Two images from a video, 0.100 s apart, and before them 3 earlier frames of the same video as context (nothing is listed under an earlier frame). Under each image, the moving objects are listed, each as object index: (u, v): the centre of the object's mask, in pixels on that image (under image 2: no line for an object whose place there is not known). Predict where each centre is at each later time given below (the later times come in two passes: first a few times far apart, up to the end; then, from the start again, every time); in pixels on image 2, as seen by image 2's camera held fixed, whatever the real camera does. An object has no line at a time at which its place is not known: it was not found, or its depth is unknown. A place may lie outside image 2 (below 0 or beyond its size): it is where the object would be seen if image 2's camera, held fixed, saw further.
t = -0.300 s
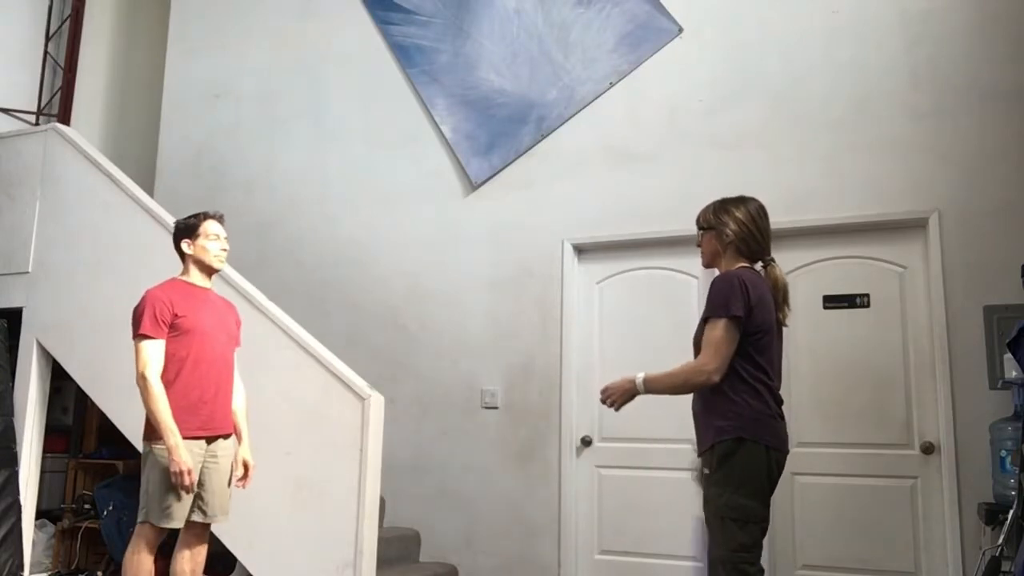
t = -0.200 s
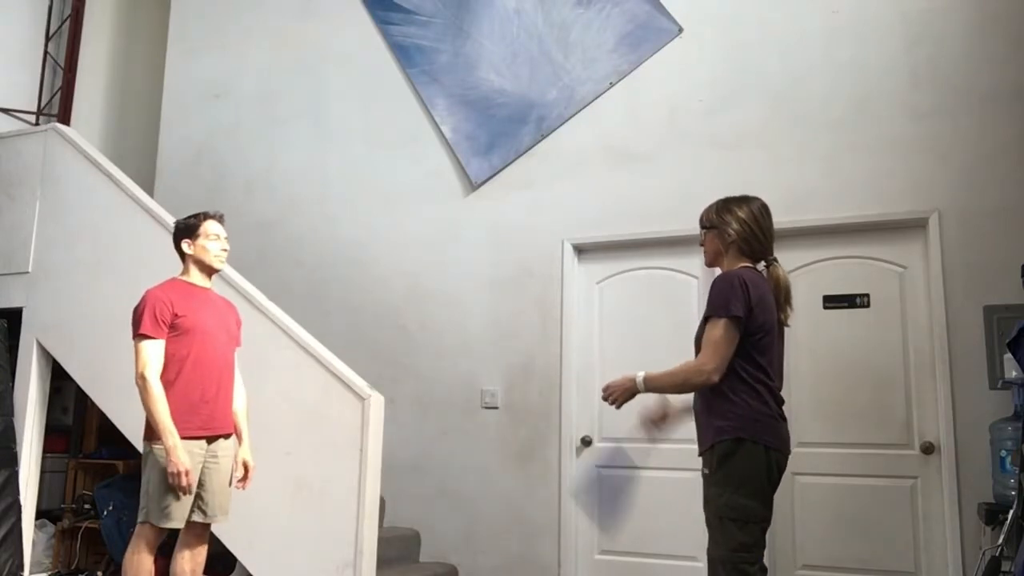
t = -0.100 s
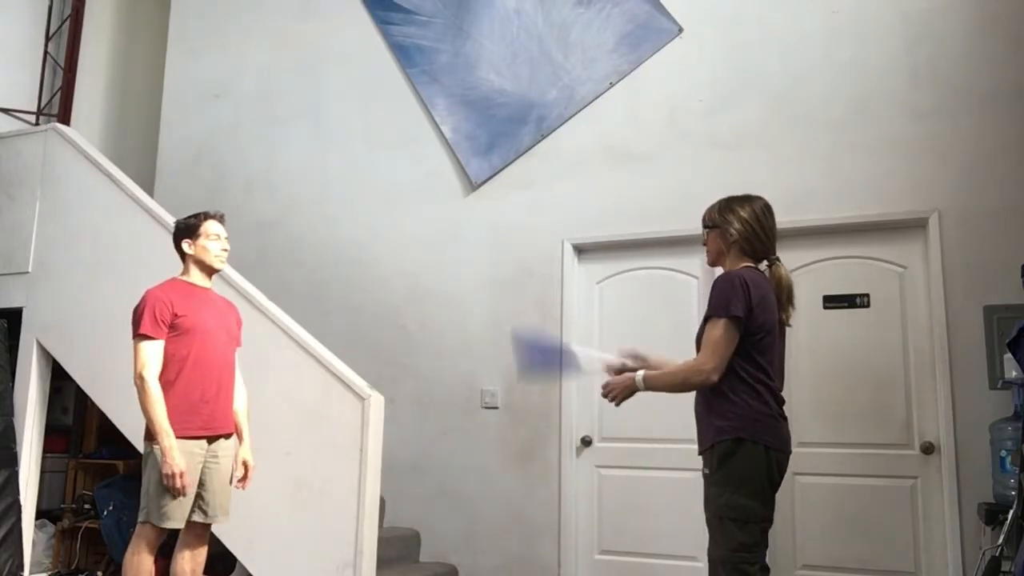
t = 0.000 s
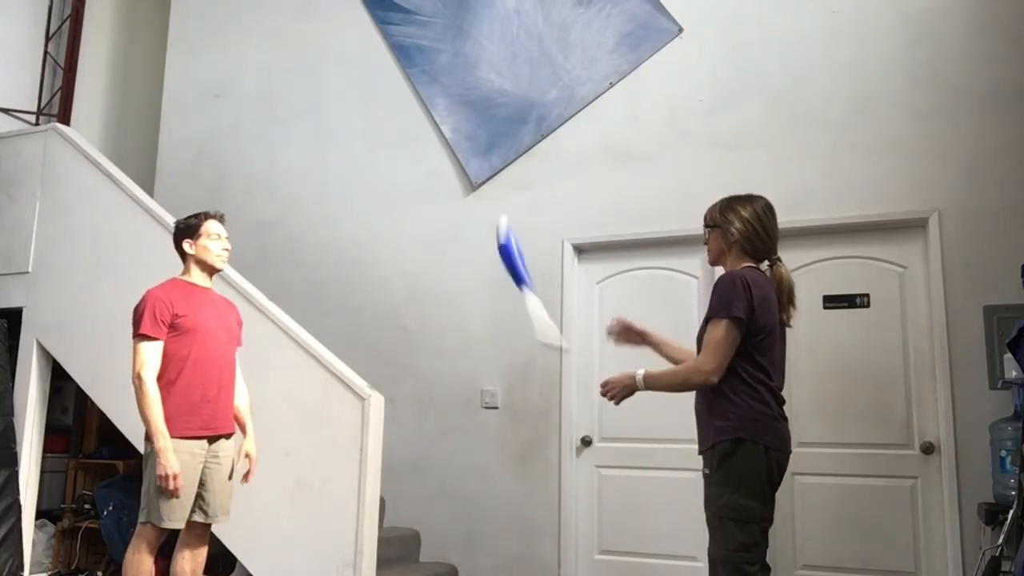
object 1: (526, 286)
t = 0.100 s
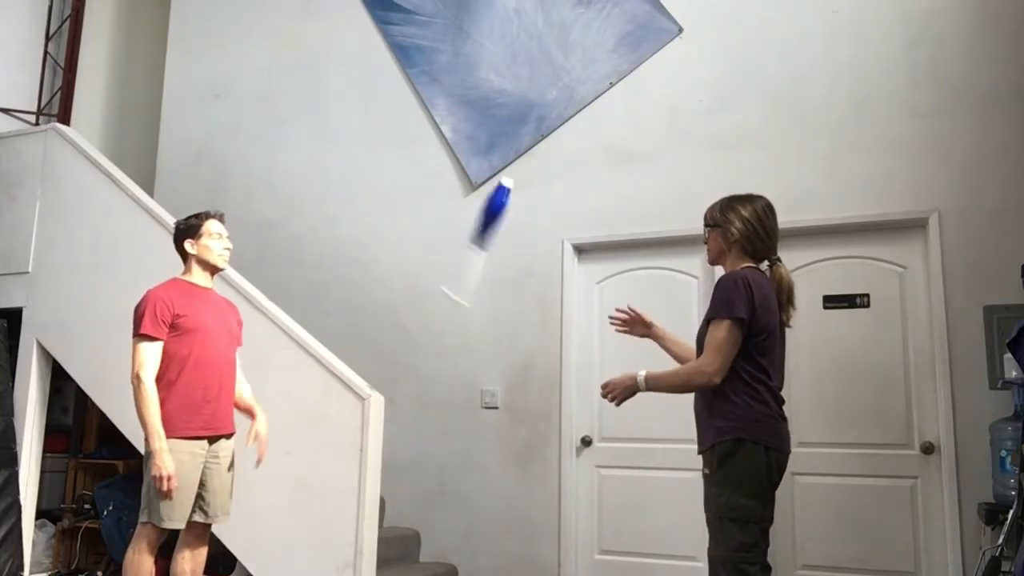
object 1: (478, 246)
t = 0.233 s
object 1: (436, 210)
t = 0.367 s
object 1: (390, 236)
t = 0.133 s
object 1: (463, 232)
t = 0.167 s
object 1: (451, 221)
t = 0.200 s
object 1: (441, 213)
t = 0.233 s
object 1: (436, 210)
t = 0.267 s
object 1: (427, 213)
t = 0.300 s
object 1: (416, 220)
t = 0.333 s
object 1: (403, 228)
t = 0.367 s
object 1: (390, 236)
